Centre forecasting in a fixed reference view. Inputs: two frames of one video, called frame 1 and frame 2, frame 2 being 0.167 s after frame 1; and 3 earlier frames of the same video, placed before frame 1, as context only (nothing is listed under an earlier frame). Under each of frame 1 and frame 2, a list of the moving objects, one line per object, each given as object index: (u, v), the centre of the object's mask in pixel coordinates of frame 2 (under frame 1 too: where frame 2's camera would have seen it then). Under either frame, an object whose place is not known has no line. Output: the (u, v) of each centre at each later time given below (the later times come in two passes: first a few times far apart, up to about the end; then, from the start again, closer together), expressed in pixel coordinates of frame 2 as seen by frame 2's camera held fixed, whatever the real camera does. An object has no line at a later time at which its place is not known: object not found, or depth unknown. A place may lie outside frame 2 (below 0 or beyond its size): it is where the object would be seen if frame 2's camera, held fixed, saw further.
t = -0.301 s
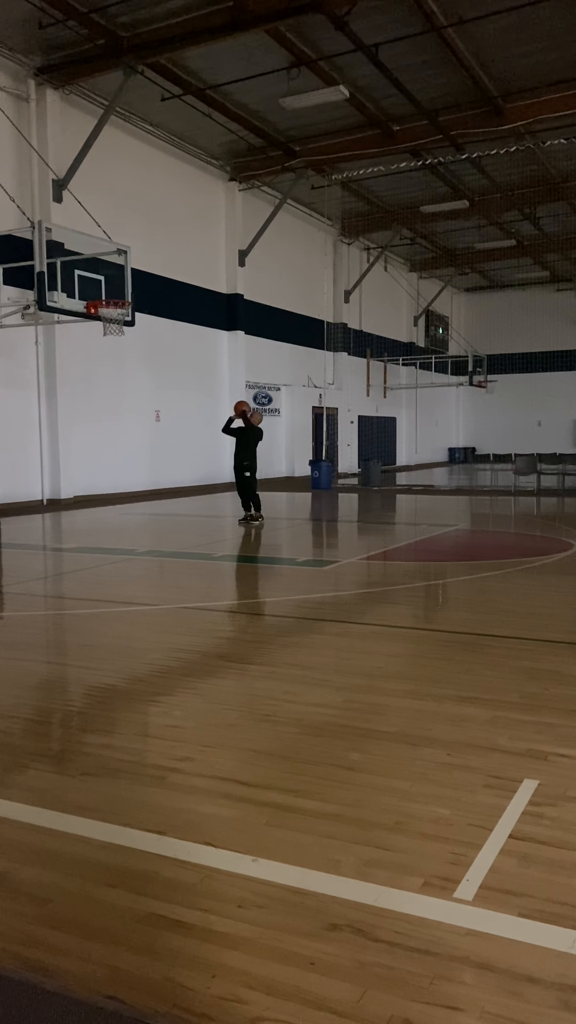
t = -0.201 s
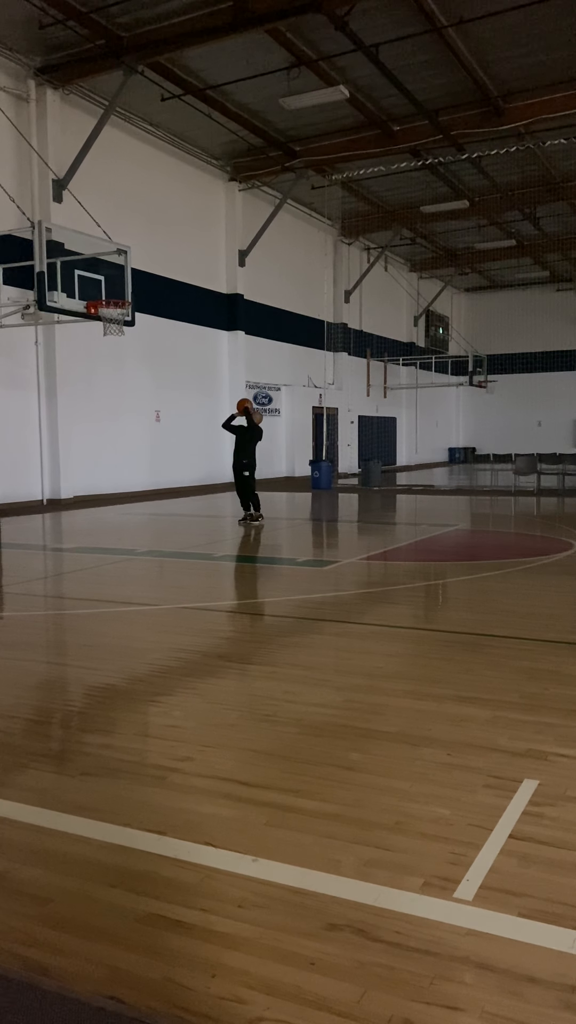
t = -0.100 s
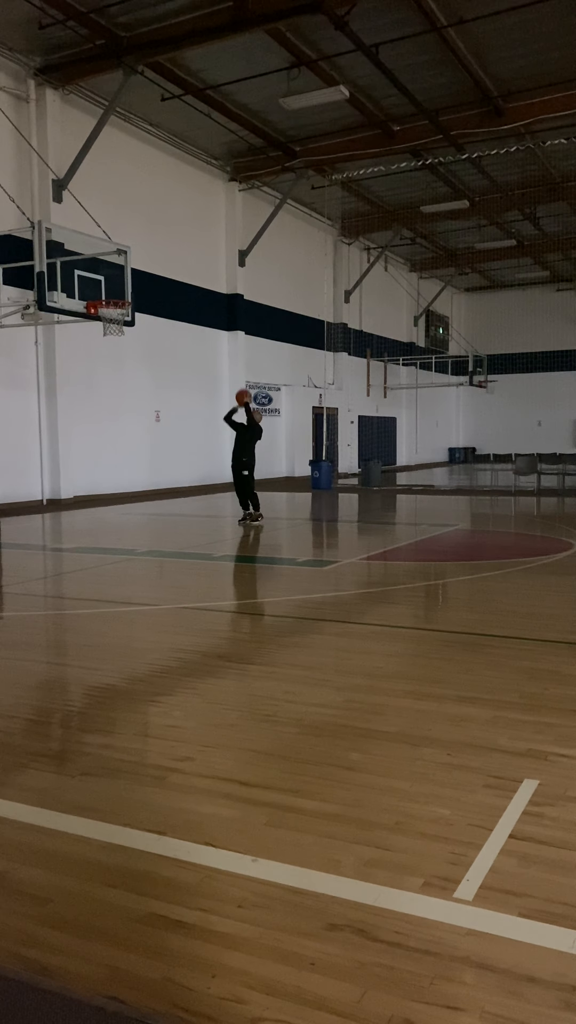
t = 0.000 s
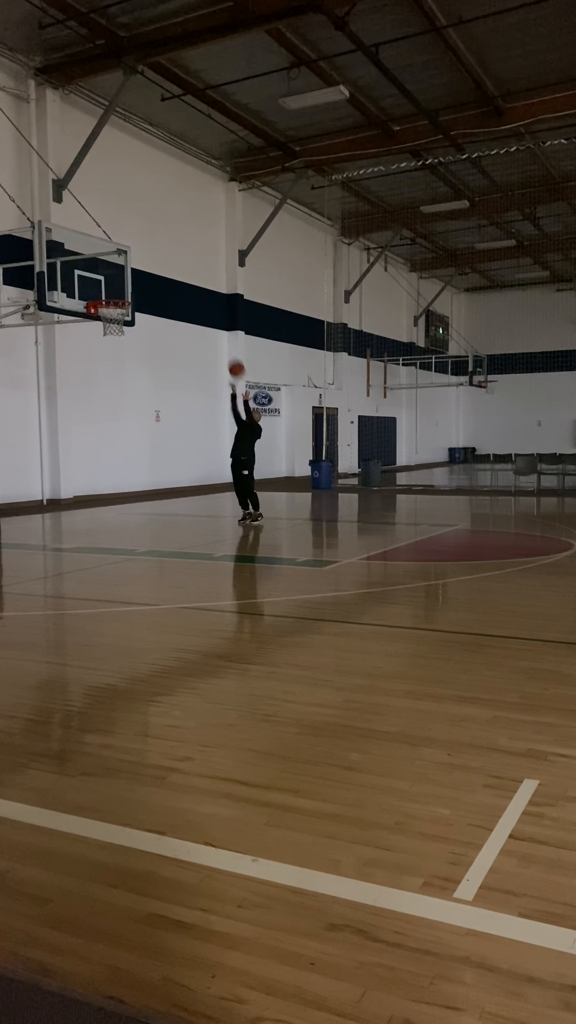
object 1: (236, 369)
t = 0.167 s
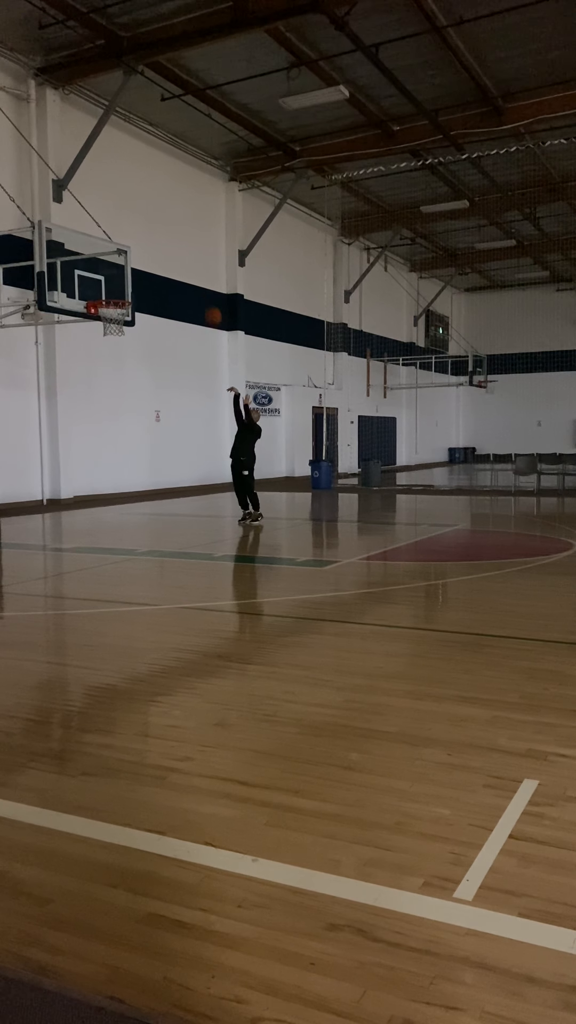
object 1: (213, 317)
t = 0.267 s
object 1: (198, 293)
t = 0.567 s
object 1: (156, 266)
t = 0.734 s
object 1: (133, 279)
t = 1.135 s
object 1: (95, 357)
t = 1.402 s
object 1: (84, 448)
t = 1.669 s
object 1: (83, 481)
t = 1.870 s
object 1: (93, 432)
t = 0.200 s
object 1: (208, 308)
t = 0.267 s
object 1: (198, 293)
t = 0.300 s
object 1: (194, 287)
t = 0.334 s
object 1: (189, 281)
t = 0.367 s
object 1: (184, 276)
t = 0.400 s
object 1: (179, 272)
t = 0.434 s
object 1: (174, 270)
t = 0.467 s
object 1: (170, 268)
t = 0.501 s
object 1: (165, 266)
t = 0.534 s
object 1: (160, 266)
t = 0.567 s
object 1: (156, 266)
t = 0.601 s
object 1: (151, 267)
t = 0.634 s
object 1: (146, 269)
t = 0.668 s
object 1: (141, 272)
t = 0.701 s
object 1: (137, 275)
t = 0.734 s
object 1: (133, 279)
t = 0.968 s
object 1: (103, 326)
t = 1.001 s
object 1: (101, 330)
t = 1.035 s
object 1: (100, 336)
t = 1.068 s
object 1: (98, 342)
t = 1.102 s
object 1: (97, 349)
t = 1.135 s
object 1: (95, 357)
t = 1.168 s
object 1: (94, 366)
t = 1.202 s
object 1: (93, 375)
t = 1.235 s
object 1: (91, 386)
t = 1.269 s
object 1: (90, 397)
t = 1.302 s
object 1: (88, 408)
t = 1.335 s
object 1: (87, 421)
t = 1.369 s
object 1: (86, 434)
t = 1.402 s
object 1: (84, 448)
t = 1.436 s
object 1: (83, 463)
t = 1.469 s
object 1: (81, 478)
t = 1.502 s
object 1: (79, 496)
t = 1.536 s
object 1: (78, 513)
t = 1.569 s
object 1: (78, 518)
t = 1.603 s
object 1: (79, 506)
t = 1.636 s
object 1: (81, 493)
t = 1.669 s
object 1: (83, 481)
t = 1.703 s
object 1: (85, 471)
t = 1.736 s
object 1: (86, 462)
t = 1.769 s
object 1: (88, 453)
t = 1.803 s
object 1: (90, 445)
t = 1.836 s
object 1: (91, 438)
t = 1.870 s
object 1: (93, 432)
